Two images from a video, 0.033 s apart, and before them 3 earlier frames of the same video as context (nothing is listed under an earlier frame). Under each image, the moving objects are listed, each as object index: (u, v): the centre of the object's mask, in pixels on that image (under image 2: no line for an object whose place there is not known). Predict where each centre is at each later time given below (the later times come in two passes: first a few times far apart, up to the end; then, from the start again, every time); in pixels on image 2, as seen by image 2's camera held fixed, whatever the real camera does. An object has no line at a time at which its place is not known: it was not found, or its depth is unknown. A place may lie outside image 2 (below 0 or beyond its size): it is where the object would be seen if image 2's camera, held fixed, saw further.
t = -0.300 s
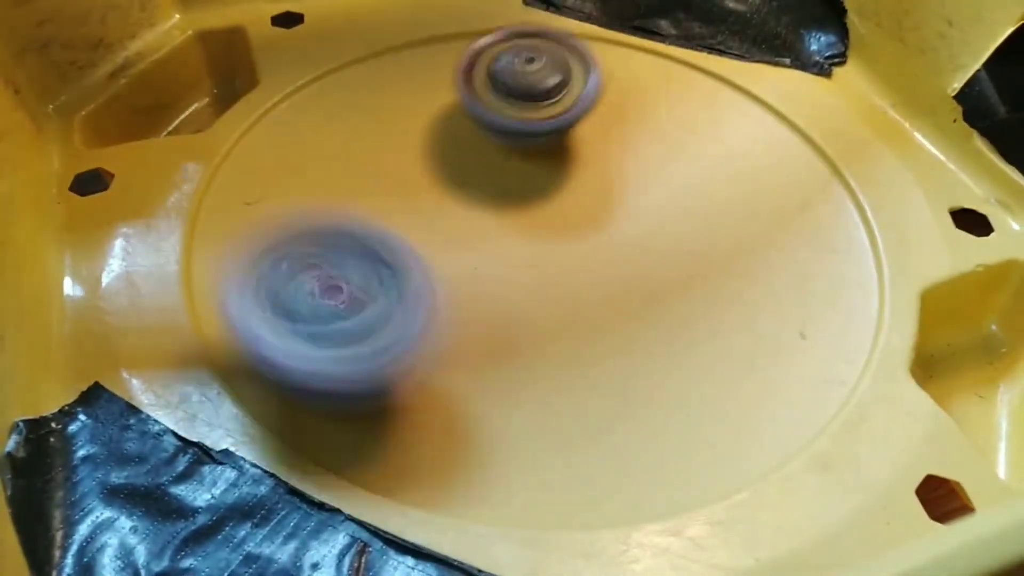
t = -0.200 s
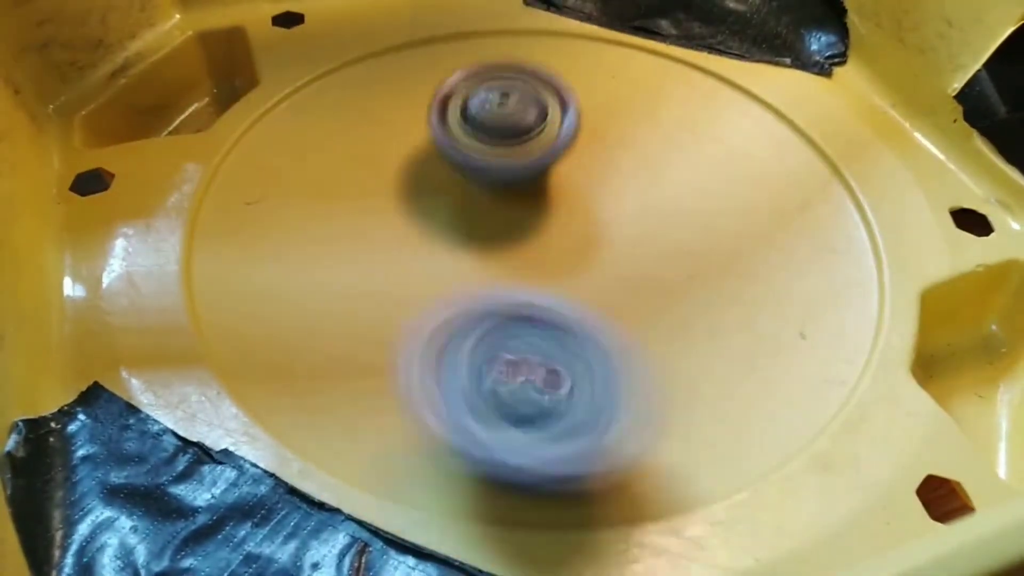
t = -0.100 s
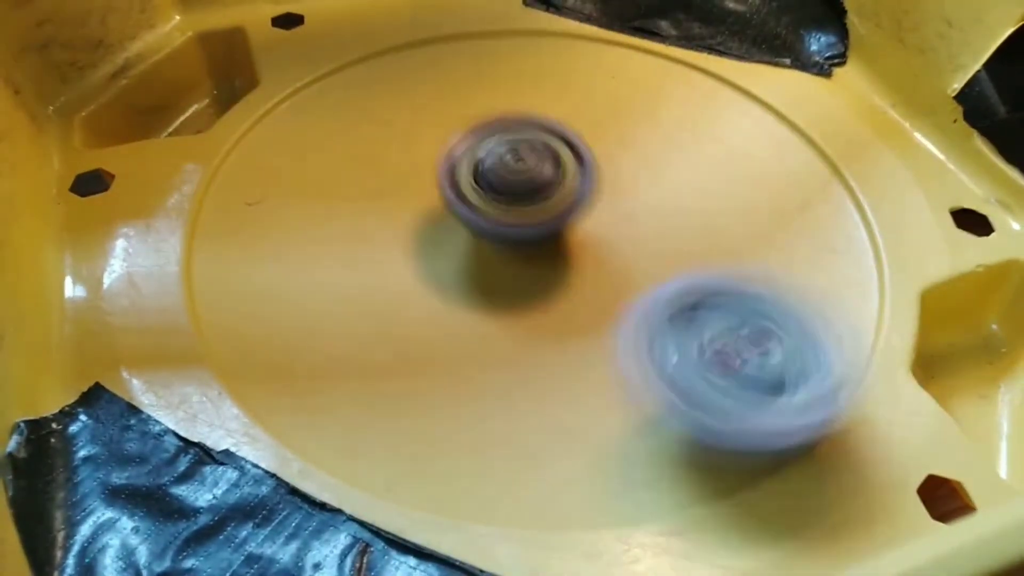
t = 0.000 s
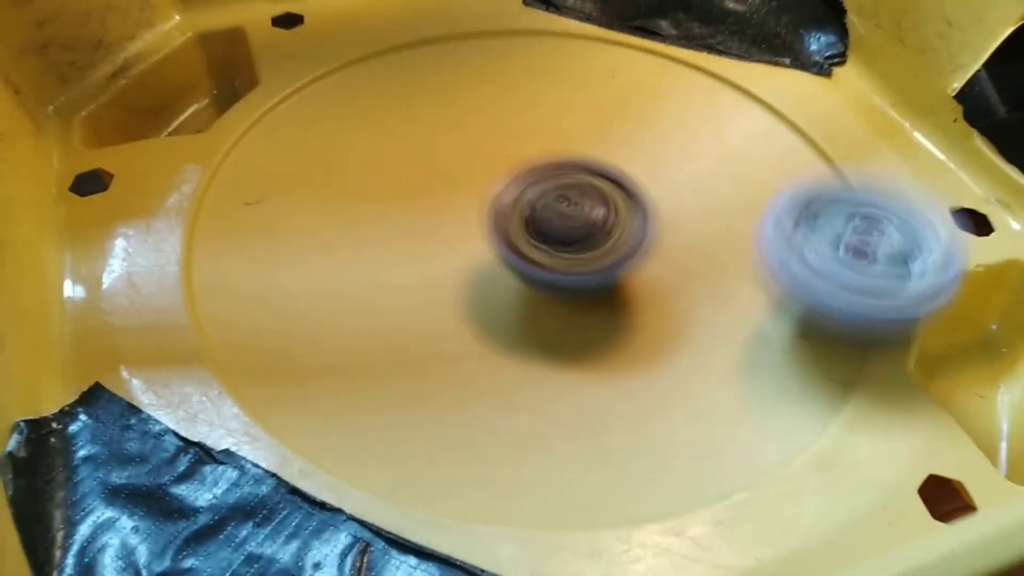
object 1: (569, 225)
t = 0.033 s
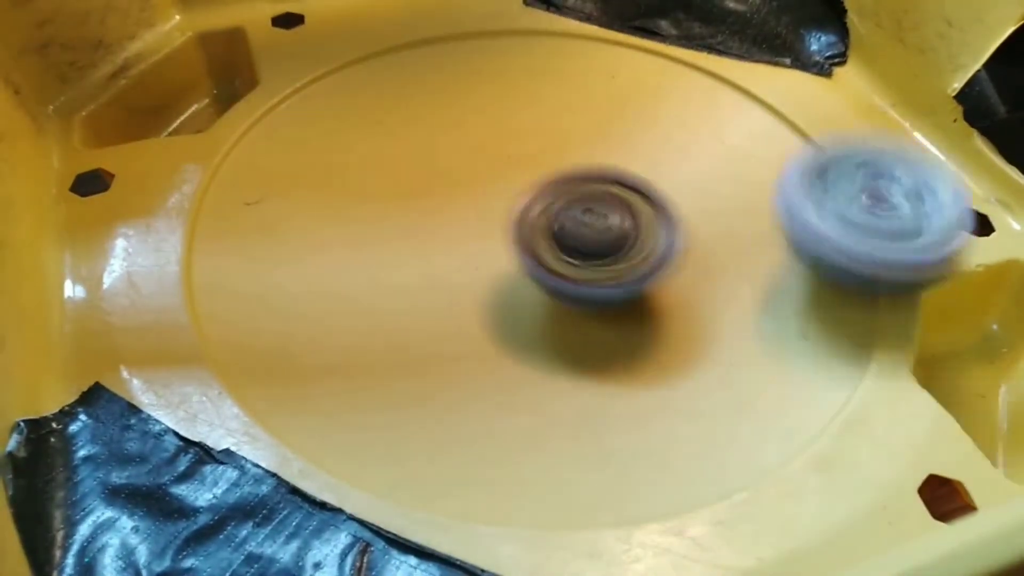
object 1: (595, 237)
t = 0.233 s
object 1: (749, 236)
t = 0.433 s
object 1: (769, 161)
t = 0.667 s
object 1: (589, 165)
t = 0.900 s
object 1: (478, 279)
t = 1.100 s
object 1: (526, 371)
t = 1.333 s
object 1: (586, 190)
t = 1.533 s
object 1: (477, 132)
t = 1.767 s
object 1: (342, 157)
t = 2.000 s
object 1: (356, 259)
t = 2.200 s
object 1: (560, 298)
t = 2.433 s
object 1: (802, 222)
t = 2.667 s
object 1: (796, 117)
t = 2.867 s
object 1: (680, 77)
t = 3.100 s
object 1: (610, 131)
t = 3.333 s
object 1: (631, 222)
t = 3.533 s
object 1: (799, 177)
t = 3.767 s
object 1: (763, 124)
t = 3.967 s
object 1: (677, 130)
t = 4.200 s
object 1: (567, 199)
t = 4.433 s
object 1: (565, 302)
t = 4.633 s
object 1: (640, 373)
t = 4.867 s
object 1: (712, 340)
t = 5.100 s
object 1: (596, 252)
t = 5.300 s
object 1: (482, 280)
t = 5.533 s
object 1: (422, 334)
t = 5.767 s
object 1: (473, 320)
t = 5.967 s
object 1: (470, 245)
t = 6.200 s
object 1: (424, 173)
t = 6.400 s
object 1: (366, 140)
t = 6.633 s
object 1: (354, 168)
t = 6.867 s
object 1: (490, 205)
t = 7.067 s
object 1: (558, 154)
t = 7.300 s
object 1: (617, 120)
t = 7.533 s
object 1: (619, 132)
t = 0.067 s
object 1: (622, 245)
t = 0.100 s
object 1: (650, 250)
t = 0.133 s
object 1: (677, 251)
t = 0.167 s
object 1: (702, 249)
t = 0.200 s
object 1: (727, 245)
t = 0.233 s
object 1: (749, 236)
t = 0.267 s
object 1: (769, 227)
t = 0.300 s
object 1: (780, 214)
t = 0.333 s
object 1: (787, 202)
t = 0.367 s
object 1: (788, 187)
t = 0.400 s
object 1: (782, 173)
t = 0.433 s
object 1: (769, 161)
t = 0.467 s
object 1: (751, 151)
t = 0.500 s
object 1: (726, 145)
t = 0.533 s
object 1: (698, 142)
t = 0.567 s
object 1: (670, 143)
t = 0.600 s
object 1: (643, 148)
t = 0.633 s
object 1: (615, 155)
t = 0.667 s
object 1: (589, 165)
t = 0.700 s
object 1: (566, 177)
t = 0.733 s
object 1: (544, 191)
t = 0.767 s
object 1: (527, 206)
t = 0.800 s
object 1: (510, 222)
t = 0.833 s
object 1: (496, 241)
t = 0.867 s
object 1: (485, 259)
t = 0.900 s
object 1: (478, 279)
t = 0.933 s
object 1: (475, 297)
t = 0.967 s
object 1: (477, 319)
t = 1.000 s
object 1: (483, 337)
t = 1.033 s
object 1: (494, 357)
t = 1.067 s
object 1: (508, 366)
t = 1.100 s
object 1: (526, 371)
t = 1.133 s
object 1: (545, 366)
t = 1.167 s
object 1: (564, 341)
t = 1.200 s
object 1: (578, 307)
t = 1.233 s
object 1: (588, 270)
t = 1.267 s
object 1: (593, 239)
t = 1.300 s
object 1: (592, 213)
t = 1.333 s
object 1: (586, 190)
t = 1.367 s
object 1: (576, 173)
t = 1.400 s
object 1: (561, 158)
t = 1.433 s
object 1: (544, 147)
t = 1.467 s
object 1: (524, 140)
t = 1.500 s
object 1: (501, 135)
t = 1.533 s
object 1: (477, 132)
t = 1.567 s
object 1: (453, 129)
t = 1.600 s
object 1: (431, 129)
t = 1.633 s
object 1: (408, 131)
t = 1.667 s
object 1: (386, 134)
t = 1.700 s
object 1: (369, 140)
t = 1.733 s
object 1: (355, 146)
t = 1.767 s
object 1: (342, 157)
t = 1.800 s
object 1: (331, 169)
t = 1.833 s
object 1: (324, 181)
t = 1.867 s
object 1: (319, 194)
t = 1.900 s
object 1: (319, 210)
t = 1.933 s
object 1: (326, 225)
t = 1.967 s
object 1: (338, 243)
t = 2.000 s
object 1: (356, 259)
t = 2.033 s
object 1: (380, 273)
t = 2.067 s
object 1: (411, 283)
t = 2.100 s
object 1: (441, 289)
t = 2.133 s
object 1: (485, 296)
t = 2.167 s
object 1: (526, 300)
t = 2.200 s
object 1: (560, 298)
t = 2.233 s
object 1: (590, 291)
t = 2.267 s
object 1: (617, 283)
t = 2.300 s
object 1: (674, 275)
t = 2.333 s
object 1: (726, 265)
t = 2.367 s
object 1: (761, 253)
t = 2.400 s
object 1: (788, 238)
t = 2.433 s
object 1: (802, 222)
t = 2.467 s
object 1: (811, 206)
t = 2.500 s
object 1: (816, 189)
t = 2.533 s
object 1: (817, 175)
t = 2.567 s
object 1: (815, 159)
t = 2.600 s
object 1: (812, 145)
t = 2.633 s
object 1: (805, 132)
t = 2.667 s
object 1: (796, 117)
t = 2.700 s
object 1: (783, 106)
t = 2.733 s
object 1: (768, 96)
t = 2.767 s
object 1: (750, 86)
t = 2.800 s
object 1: (728, 80)
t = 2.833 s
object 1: (705, 77)
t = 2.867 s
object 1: (680, 77)
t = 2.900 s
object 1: (654, 83)
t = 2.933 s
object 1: (629, 90)
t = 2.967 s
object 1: (608, 100)
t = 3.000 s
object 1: (608, 104)
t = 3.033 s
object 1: (616, 110)
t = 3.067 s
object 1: (617, 119)
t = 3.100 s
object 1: (610, 131)
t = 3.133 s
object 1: (601, 145)
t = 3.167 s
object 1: (593, 160)
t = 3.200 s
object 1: (587, 175)
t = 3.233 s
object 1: (582, 191)
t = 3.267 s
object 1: (581, 207)
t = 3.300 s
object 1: (586, 221)
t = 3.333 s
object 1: (631, 222)
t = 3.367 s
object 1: (683, 216)
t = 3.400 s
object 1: (723, 209)
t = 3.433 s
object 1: (757, 201)
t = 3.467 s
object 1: (775, 195)
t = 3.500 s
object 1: (788, 185)
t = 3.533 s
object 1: (799, 177)
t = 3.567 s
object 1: (807, 169)
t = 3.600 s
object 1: (811, 159)
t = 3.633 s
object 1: (810, 149)
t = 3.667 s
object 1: (805, 140)
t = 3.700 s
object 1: (795, 131)
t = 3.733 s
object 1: (781, 126)
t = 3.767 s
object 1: (763, 124)
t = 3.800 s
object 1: (742, 125)
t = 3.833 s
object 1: (722, 129)
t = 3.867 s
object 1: (704, 133)
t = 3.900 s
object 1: (700, 129)
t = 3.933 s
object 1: (692, 128)
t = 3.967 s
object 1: (677, 130)
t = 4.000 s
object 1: (660, 136)
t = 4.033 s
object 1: (643, 143)
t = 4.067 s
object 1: (626, 152)
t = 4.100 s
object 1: (610, 163)
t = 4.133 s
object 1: (595, 174)
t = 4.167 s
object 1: (580, 187)
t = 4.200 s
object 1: (567, 199)
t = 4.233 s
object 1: (556, 212)
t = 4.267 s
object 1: (544, 226)
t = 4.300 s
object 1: (537, 238)
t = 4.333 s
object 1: (546, 256)
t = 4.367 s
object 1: (552, 273)
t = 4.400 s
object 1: (557, 288)
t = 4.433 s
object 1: (565, 302)
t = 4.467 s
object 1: (573, 315)
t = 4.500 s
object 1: (583, 328)
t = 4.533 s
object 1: (593, 339)
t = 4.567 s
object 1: (608, 352)
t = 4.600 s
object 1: (624, 365)
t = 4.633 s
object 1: (640, 373)
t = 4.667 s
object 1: (657, 379)
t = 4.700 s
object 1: (675, 382)
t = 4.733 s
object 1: (692, 381)
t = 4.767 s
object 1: (704, 375)
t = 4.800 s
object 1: (713, 366)
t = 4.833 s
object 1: (715, 354)
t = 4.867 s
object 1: (712, 340)
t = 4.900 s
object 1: (704, 326)
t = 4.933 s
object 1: (690, 312)
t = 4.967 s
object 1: (675, 298)
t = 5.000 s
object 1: (656, 285)
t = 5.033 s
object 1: (637, 273)
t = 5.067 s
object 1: (617, 262)
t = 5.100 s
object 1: (596, 252)
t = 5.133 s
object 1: (574, 243)
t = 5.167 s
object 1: (553, 237)
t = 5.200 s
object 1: (536, 248)
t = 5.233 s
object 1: (517, 263)
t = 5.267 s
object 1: (498, 273)
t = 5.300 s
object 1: (482, 280)
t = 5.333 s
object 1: (467, 287)
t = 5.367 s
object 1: (454, 295)
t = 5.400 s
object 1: (442, 303)
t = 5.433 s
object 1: (432, 311)
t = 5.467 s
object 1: (426, 319)
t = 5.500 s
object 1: (422, 327)
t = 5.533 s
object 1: (422, 334)
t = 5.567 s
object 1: (425, 340)
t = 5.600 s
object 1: (432, 343)
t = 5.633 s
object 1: (443, 344)
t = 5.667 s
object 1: (455, 341)
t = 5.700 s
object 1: (466, 335)
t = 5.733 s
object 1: (470, 328)
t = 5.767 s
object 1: (473, 320)
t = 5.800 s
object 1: (476, 310)
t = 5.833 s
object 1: (478, 298)
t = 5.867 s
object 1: (478, 284)
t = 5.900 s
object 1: (476, 272)
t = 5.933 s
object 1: (473, 258)
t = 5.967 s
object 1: (470, 245)
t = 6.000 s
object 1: (465, 234)
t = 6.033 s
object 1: (460, 222)
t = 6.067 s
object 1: (453, 211)
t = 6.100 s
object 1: (446, 200)
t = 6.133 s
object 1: (439, 190)
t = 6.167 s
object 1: (432, 181)
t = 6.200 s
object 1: (424, 173)
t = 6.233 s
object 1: (417, 165)
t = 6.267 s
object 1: (409, 159)
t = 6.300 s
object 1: (402, 154)
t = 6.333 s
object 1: (395, 151)
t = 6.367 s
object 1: (383, 145)
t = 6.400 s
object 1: (366, 140)
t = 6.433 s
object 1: (355, 137)
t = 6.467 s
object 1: (347, 138)
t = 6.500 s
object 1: (340, 141)
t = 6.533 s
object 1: (337, 146)
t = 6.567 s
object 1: (338, 152)
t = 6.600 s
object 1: (344, 160)
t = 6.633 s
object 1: (354, 168)
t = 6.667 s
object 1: (368, 176)
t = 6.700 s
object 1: (385, 184)
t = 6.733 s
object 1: (406, 190)
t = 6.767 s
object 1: (427, 196)
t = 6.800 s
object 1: (448, 200)
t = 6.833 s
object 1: (470, 204)
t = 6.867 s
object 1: (490, 205)
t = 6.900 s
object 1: (507, 203)
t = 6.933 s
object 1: (517, 193)
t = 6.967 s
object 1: (525, 177)
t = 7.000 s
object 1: (535, 167)
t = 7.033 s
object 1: (547, 161)
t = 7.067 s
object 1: (558, 154)
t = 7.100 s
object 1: (568, 148)
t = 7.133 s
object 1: (579, 141)
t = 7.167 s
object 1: (589, 135)
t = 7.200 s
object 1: (598, 130)
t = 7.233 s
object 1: (605, 126)
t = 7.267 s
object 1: (612, 123)
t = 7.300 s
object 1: (617, 120)
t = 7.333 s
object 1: (620, 120)
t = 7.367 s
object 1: (622, 119)
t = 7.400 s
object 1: (623, 119)
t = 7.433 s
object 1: (623, 120)
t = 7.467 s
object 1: (622, 122)
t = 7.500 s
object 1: (621, 126)
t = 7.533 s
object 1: (619, 132)
